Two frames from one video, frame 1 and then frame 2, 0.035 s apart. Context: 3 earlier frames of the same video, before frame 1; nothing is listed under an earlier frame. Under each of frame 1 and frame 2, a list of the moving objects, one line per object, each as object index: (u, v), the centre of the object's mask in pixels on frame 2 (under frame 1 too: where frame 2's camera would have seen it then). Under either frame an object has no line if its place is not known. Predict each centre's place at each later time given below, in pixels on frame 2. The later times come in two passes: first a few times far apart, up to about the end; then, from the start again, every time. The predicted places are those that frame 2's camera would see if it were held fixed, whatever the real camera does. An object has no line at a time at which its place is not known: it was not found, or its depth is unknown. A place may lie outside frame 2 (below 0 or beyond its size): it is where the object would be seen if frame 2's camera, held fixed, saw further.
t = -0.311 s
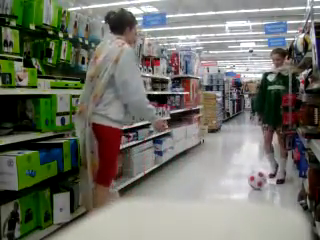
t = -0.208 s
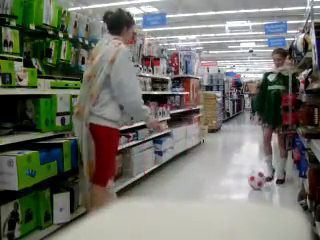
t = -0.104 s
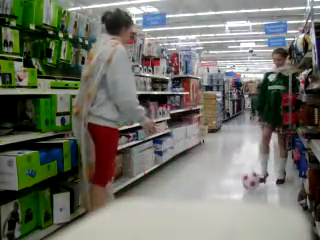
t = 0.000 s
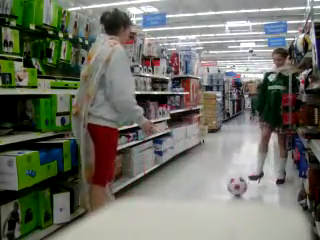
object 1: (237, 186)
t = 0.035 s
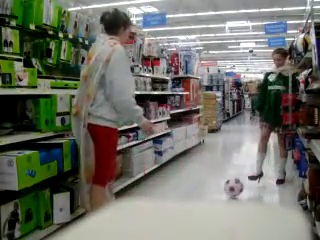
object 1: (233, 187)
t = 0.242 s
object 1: (216, 193)
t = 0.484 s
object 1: (195, 196)
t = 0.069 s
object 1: (229, 190)
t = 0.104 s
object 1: (226, 191)
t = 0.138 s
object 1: (223, 191)
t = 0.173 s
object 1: (220, 192)
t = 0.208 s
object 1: (218, 192)
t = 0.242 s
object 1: (216, 193)
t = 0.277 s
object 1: (213, 193)
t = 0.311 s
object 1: (211, 194)
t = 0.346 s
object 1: (207, 194)
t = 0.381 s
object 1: (205, 195)
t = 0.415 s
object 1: (202, 195)
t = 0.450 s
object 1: (199, 195)
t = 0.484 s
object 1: (195, 196)
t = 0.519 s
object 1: (196, 196)
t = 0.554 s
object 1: (192, 196)
